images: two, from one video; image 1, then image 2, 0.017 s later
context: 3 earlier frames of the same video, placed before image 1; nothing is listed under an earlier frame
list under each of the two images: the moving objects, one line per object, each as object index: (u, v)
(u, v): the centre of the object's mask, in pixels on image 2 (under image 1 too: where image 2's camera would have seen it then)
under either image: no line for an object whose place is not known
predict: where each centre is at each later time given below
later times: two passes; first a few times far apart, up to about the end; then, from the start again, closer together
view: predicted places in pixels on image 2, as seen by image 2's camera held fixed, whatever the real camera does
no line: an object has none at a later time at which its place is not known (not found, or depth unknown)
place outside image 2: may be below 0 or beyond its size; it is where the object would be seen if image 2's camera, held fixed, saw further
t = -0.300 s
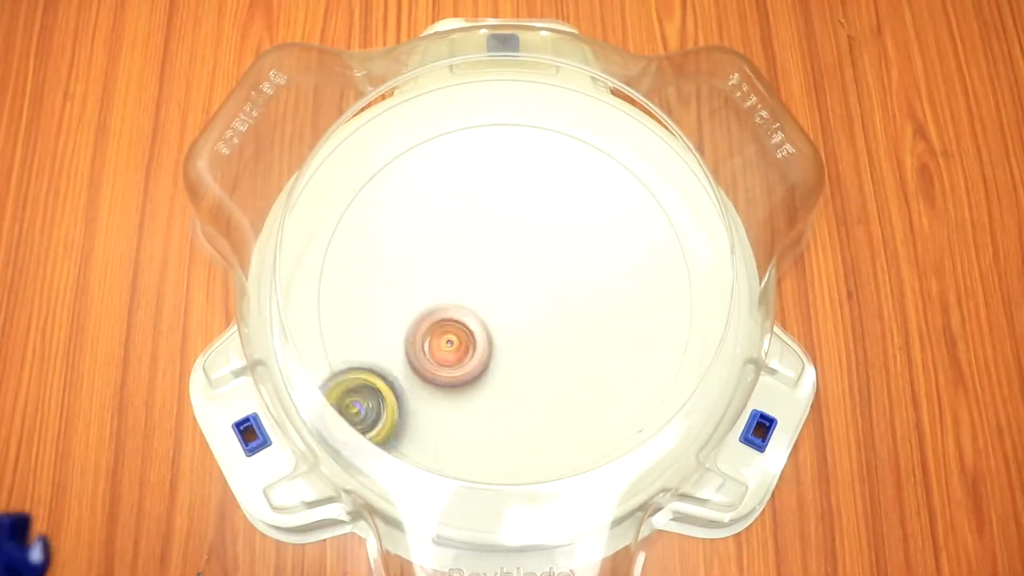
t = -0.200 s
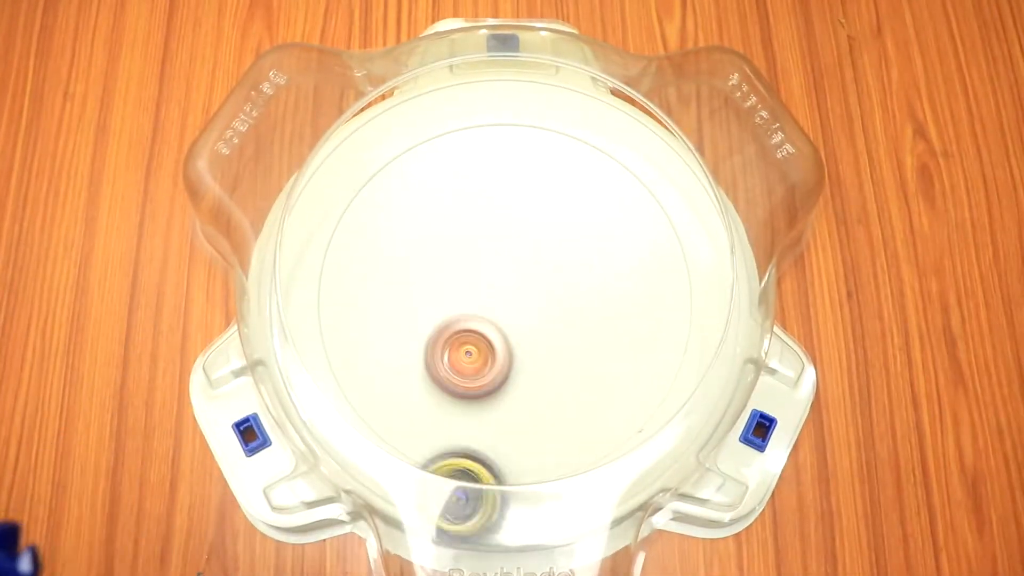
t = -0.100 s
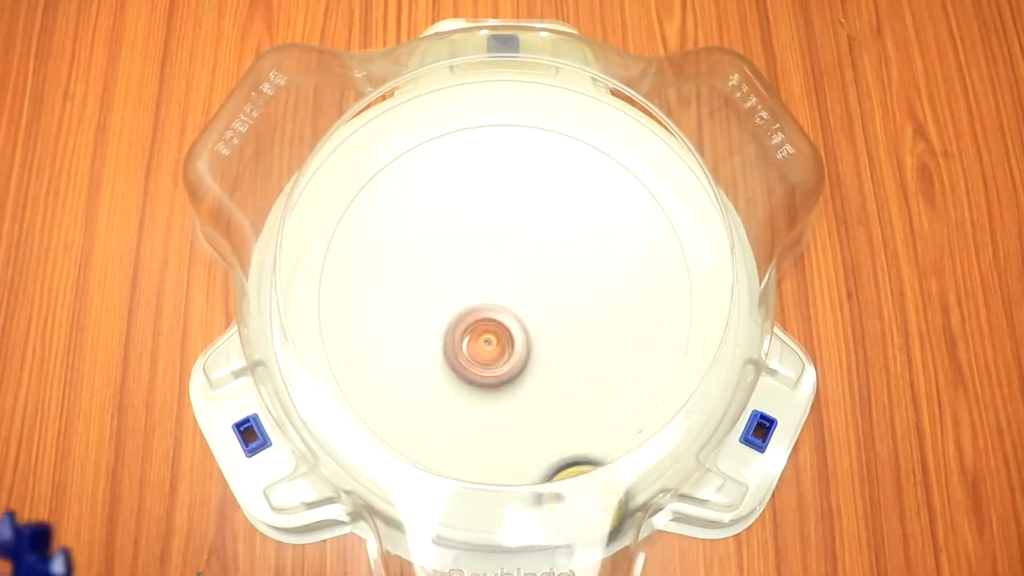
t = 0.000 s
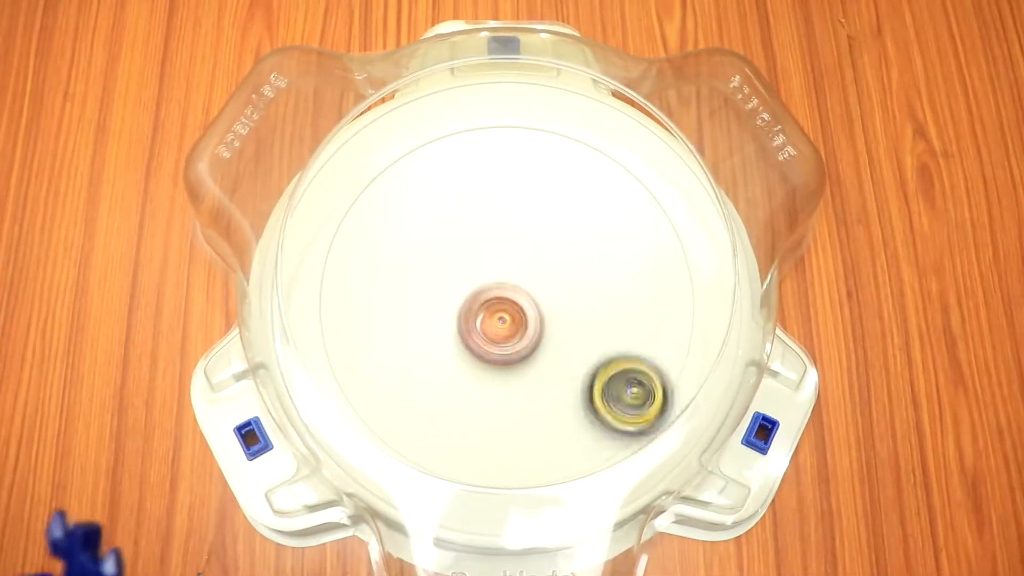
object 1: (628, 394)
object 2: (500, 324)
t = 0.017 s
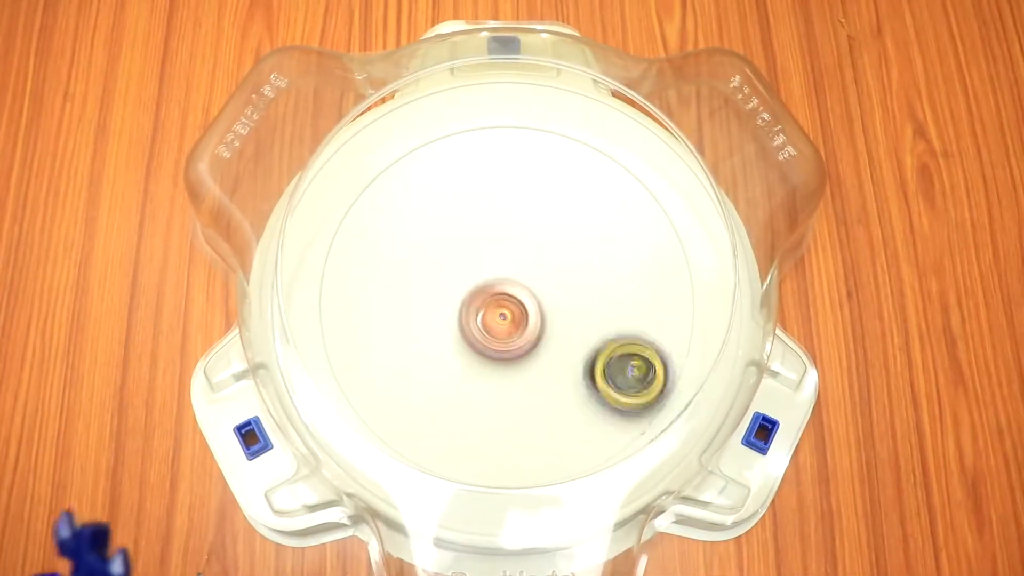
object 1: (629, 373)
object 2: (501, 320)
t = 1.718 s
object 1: (523, 399)
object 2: (538, 274)
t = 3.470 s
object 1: (385, 345)
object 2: (706, 355)
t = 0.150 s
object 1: (583, 223)
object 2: (505, 289)
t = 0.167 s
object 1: (571, 208)
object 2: (504, 285)
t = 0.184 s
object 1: (560, 194)
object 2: (504, 279)
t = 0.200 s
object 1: (547, 182)
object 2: (502, 275)
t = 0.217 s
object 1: (533, 170)
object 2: (501, 270)
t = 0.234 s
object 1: (519, 160)
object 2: (499, 265)
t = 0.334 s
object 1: (427, 136)
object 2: (490, 241)
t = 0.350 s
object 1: (412, 139)
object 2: (488, 238)
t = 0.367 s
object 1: (400, 148)
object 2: (485, 236)
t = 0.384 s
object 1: (387, 158)
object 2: (482, 233)
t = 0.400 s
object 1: (374, 167)
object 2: (479, 231)
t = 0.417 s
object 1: (362, 178)
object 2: (477, 229)
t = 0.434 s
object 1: (350, 189)
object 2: (473, 228)
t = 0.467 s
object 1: (332, 214)
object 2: (466, 227)
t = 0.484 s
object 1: (324, 227)
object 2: (463, 226)
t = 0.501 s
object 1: (318, 242)
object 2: (461, 227)
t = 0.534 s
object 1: (309, 272)
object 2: (459, 230)
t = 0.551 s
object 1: (307, 287)
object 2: (457, 231)
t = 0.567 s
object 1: (307, 302)
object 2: (455, 233)
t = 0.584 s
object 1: (308, 317)
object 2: (453, 236)
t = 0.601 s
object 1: (313, 330)
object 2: (452, 238)
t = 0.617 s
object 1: (324, 342)
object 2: (450, 241)
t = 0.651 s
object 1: (340, 367)
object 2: (448, 246)
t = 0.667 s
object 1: (350, 379)
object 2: (446, 249)
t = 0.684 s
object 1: (362, 391)
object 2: (445, 252)
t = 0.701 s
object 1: (377, 400)
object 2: (445, 254)
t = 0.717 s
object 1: (395, 409)
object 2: (447, 257)
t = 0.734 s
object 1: (413, 417)
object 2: (449, 260)
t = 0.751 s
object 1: (433, 419)
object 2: (451, 262)
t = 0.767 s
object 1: (453, 419)
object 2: (454, 264)
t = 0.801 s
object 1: (492, 418)
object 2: (461, 267)
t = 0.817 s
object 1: (512, 411)
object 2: (465, 268)
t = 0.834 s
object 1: (529, 404)
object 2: (468, 268)
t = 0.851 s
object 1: (546, 397)
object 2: (472, 267)
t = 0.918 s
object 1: (600, 351)
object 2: (493, 263)
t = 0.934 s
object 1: (609, 338)
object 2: (498, 262)
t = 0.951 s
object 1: (617, 323)
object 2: (503, 259)
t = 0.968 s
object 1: (623, 309)
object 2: (508, 257)
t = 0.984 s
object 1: (627, 295)
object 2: (512, 254)
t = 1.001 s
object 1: (630, 278)
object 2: (515, 251)
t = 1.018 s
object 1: (632, 264)
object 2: (518, 248)
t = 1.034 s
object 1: (631, 249)
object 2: (521, 244)
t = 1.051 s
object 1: (630, 234)
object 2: (524, 239)
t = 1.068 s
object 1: (628, 218)
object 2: (525, 236)
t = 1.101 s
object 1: (618, 189)
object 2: (526, 228)
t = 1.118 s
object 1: (612, 176)
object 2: (526, 226)
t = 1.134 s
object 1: (603, 163)
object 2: (524, 224)
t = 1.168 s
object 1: (583, 140)
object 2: (520, 221)
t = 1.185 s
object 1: (571, 131)
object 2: (518, 220)
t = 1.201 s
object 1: (557, 125)
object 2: (517, 219)
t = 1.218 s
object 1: (542, 120)
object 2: (516, 220)
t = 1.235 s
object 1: (527, 118)
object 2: (514, 222)
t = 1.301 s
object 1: (467, 114)
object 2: (506, 227)
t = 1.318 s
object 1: (451, 116)
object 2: (504, 229)
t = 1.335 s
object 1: (438, 120)
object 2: (504, 231)
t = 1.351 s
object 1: (425, 125)
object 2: (504, 233)
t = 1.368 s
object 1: (414, 132)
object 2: (503, 236)
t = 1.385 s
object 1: (402, 140)
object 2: (503, 238)
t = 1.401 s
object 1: (394, 148)
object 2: (503, 240)
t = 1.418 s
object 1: (386, 158)
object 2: (503, 243)
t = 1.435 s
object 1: (380, 172)
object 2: (504, 245)
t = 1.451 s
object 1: (374, 186)
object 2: (504, 247)
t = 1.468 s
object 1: (371, 200)
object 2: (504, 248)
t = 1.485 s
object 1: (370, 217)
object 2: (505, 249)
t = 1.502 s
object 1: (370, 233)
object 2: (507, 249)
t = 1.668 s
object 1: (472, 383)
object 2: (530, 268)
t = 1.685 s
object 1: (488, 389)
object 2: (533, 271)
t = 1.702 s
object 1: (506, 396)
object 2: (535, 272)
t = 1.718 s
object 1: (523, 399)
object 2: (538, 274)
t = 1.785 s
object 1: (589, 395)
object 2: (547, 278)
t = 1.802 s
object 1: (605, 391)
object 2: (547, 279)
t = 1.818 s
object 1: (621, 385)
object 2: (548, 278)
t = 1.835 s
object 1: (635, 376)
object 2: (548, 278)
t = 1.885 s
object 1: (673, 346)
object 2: (549, 274)
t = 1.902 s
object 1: (683, 334)
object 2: (550, 274)
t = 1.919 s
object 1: (689, 321)
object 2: (551, 274)
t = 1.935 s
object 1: (688, 307)
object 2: (552, 276)
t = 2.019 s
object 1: (660, 238)
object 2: (553, 279)
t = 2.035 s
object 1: (653, 224)
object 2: (553, 279)
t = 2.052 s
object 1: (644, 214)
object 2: (554, 278)
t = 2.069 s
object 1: (635, 204)
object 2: (555, 277)
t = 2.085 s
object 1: (625, 194)
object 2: (556, 277)
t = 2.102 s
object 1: (613, 189)
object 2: (557, 278)
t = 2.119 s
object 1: (601, 183)
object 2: (558, 280)
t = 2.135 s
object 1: (588, 177)
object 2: (558, 281)
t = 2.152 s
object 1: (575, 175)
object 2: (559, 281)
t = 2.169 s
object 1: (562, 174)
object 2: (560, 282)
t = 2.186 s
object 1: (550, 174)
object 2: (560, 282)
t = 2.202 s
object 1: (537, 177)
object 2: (560, 282)
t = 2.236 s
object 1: (514, 186)
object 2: (560, 283)
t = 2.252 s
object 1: (502, 192)
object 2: (560, 283)
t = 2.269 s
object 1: (493, 200)
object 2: (561, 283)
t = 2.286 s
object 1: (485, 208)
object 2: (561, 283)
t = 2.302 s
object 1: (476, 218)
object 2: (561, 283)
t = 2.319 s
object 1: (470, 229)
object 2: (560, 284)
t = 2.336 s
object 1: (465, 240)
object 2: (559, 284)
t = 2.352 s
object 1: (459, 253)
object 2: (558, 284)
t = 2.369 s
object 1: (457, 265)
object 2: (557, 284)
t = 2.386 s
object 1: (456, 277)
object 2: (556, 285)
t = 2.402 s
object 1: (455, 290)
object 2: (554, 285)
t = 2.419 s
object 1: (456, 303)
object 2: (553, 286)
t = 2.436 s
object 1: (460, 313)
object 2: (551, 287)
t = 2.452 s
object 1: (463, 326)
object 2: (549, 287)
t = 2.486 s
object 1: (475, 347)
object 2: (546, 289)
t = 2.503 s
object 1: (482, 358)
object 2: (545, 290)
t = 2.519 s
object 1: (490, 368)
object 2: (544, 290)
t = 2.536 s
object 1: (499, 374)
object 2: (543, 291)
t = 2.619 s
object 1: (552, 397)
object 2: (539, 299)
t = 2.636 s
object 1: (563, 395)
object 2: (538, 300)
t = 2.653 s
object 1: (574, 396)
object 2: (537, 302)
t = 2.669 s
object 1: (586, 394)
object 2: (535, 304)
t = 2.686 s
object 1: (596, 389)
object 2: (534, 305)
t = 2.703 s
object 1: (606, 385)
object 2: (533, 306)
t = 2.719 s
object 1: (616, 380)
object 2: (532, 307)
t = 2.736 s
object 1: (624, 371)
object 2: (531, 307)
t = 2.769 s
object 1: (637, 354)
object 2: (528, 308)
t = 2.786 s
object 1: (641, 344)
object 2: (527, 309)
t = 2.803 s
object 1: (643, 334)
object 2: (526, 309)
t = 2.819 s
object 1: (645, 321)
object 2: (526, 310)
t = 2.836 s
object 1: (643, 311)
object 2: (526, 310)
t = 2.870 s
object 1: (635, 288)
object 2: (527, 311)
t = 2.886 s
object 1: (629, 279)
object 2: (527, 312)
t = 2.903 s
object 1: (622, 269)
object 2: (529, 313)
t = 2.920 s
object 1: (613, 261)
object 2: (529, 314)
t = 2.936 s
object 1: (603, 255)
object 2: (530, 316)
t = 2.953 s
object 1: (593, 249)
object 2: (530, 317)
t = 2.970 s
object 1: (581, 245)
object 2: (529, 316)
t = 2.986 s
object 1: (570, 241)
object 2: (527, 317)
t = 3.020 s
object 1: (548, 233)
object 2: (521, 323)
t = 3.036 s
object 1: (538, 231)
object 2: (518, 325)
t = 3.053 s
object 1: (526, 230)
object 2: (515, 327)
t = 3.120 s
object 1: (485, 240)
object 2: (511, 333)
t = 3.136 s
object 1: (475, 245)
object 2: (510, 334)
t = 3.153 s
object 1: (466, 252)
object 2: (509, 335)
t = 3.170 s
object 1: (458, 259)
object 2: (508, 336)
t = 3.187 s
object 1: (450, 267)
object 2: (508, 337)
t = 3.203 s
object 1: (444, 275)
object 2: (509, 340)
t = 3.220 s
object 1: (437, 282)
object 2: (513, 344)
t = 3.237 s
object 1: (429, 290)
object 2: (516, 347)
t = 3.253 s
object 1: (424, 297)
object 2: (519, 349)
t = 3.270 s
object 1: (419, 305)
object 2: (522, 350)
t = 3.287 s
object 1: (418, 313)
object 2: (524, 351)
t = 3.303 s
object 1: (418, 321)
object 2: (525, 352)
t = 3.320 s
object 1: (417, 330)
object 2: (526, 351)
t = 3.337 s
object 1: (421, 338)
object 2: (527, 351)
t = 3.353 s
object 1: (425, 345)
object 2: (528, 351)
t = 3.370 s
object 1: (432, 353)
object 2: (528, 350)
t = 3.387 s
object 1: (439, 357)
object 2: (529, 348)
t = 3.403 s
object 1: (430, 358)
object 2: (554, 352)
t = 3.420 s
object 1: (416, 355)
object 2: (599, 355)
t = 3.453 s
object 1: (395, 348)
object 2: (674, 357)
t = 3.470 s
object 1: (385, 345)
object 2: (706, 355)
